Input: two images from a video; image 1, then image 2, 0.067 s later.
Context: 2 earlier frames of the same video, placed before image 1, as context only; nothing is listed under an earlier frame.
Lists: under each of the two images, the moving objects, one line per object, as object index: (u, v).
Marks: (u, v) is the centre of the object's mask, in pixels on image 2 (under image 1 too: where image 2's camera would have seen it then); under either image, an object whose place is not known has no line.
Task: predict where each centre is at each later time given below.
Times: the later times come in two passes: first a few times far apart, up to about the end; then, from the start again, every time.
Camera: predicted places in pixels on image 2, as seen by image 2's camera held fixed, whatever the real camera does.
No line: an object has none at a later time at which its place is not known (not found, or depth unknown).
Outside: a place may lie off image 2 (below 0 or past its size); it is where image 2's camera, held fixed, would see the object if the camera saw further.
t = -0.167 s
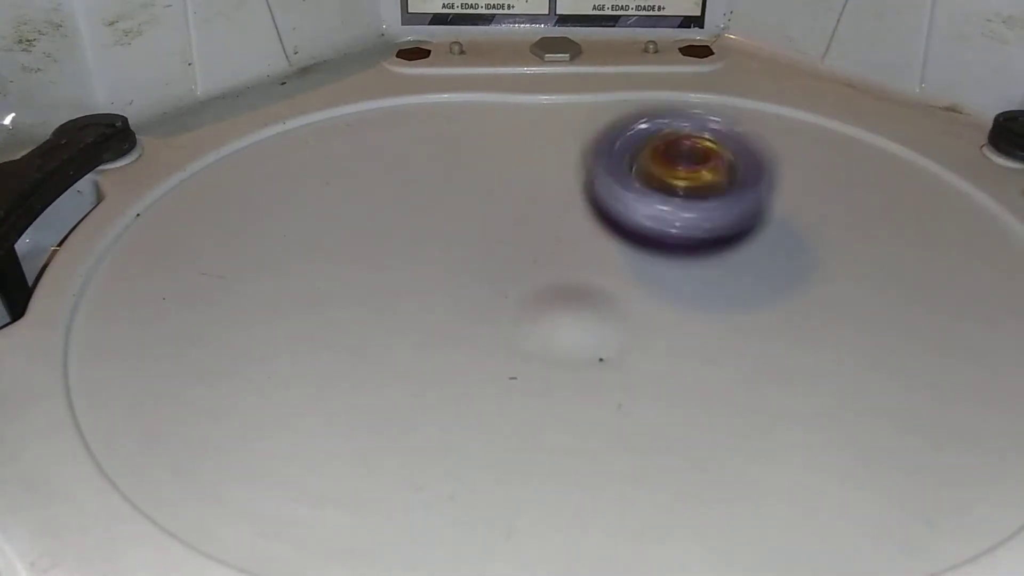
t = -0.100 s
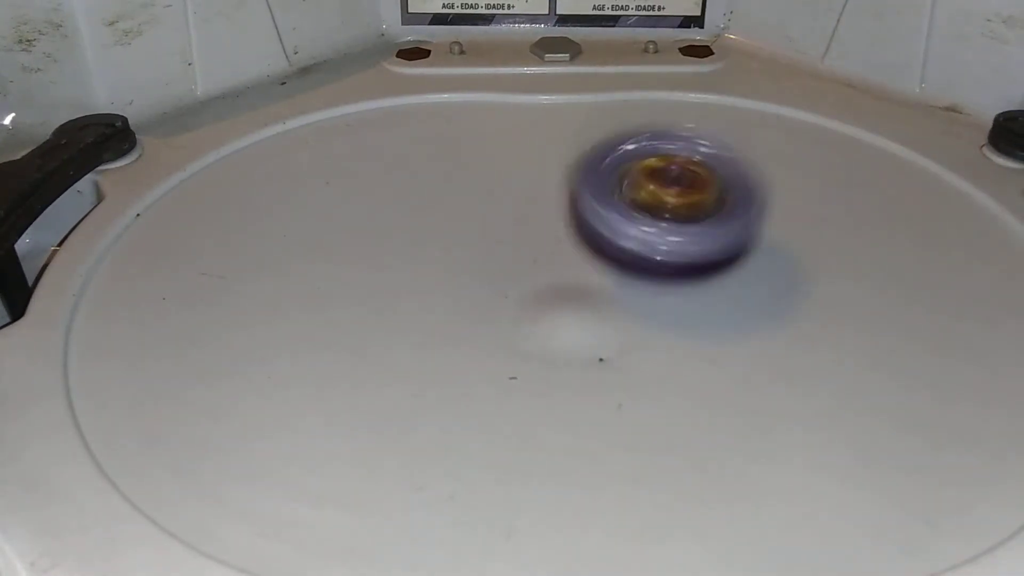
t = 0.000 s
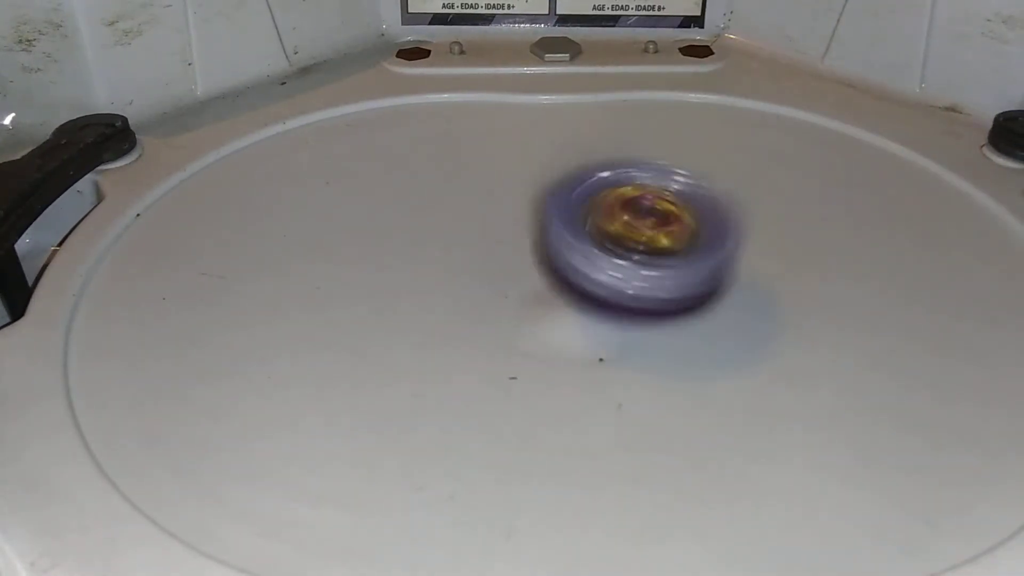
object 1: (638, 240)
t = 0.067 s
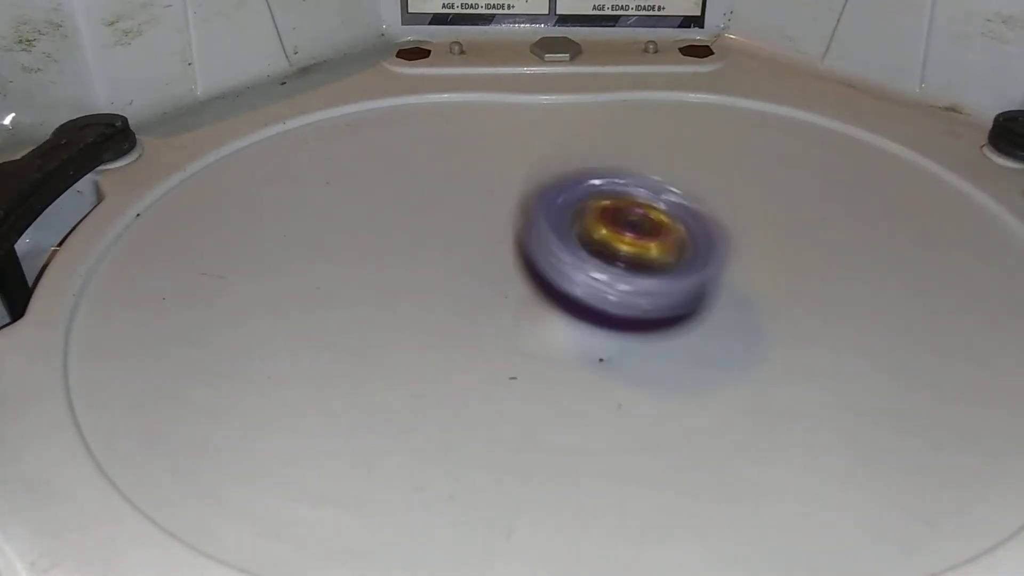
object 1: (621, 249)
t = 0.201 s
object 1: (619, 248)
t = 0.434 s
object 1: (686, 299)
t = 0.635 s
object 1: (714, 359)
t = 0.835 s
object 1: (642, 342)
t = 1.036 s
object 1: (635, 272)
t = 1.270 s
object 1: (665, 203)
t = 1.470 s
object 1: (709, 167)
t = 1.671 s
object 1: (718, 196)
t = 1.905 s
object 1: (619, 243)
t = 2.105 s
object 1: (571, 216)
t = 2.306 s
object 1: (513, 238)
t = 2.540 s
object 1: (492, 250)
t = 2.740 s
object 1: (517, 264)
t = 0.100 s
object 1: (618, 250)
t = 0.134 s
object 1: (615, 249)
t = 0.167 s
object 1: (616, 248)
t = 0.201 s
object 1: (619, 248)
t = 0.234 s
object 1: (627, 249)
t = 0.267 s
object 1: (640, 253)
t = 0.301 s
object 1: (651, 259)
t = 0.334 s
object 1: (659, 267)
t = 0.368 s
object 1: (668, 277)
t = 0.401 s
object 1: (677, 287)
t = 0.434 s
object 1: (686, 299)
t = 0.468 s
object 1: (694, 309)
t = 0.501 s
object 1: (702, 321)
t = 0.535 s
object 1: (709, 330)
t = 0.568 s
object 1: (714, 340)
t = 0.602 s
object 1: (715, 350)
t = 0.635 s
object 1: (714, 359)
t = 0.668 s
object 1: (708, 364)
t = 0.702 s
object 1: (696, 368)
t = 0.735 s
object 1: (683, 367)
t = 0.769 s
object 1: (668, 363)
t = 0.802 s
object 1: (653, 354)
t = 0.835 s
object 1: (642, 342)
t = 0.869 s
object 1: (635, 331)
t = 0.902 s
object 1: (630, 320)
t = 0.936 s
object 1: (629, 307)
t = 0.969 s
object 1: (628, 295)
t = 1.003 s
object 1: (631, 283)
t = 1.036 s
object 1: (635, 272)
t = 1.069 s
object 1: (637, 261)
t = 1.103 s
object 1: (643, 250)
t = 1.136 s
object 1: (647, 240)
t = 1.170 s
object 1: (650, 231)
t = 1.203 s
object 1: (656, 220)
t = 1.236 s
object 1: (661, 211)
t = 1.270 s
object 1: (665, 203)
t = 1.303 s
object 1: (671, 194)
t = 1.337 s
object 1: (678, 187)
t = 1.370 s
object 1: (684, 179)
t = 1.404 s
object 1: (692, 173)
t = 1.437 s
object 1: (700, 169)
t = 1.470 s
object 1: (709, 167)
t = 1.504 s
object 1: (717, 166)
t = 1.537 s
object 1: (724, 168)
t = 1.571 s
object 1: (727, 172)
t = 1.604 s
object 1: (729, 179)
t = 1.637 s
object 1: (725, 187)
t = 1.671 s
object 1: (718, 196)
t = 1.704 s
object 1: (706, 205)
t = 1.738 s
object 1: (695, 212)
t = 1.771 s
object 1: (681, 220)
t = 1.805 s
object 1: (664, 227)
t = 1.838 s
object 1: (650, 234)
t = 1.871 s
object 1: (634, 241)
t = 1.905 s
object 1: (619, 243)
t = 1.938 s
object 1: (608, 239)
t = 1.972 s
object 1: (601, 235)
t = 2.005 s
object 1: (593, 230)
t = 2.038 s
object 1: (586, 225)
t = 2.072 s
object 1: (580, 220)
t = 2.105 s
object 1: (571, 216)
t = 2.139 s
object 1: (565, 215)
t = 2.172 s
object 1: (562, 217)
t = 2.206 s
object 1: (554, 221)
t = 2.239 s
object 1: (543, 225)
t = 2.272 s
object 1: (528, 230)
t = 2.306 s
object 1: (513, 238)
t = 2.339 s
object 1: (504, 247)
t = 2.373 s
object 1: (497, 252)
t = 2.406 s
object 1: (496, 252)
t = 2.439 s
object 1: (493, 251)
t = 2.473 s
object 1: (490, 250)
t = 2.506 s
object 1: (489, 250)
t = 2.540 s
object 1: (492, 250)
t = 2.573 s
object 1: (497, 249)
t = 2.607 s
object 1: (502, 249)
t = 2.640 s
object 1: (508, 248)
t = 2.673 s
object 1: (513, 251)
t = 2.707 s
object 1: (514, 256)
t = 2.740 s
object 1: (517, 264)
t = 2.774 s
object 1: (527, 275)
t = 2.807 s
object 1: (533, 283)
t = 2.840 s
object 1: (531, 286)
